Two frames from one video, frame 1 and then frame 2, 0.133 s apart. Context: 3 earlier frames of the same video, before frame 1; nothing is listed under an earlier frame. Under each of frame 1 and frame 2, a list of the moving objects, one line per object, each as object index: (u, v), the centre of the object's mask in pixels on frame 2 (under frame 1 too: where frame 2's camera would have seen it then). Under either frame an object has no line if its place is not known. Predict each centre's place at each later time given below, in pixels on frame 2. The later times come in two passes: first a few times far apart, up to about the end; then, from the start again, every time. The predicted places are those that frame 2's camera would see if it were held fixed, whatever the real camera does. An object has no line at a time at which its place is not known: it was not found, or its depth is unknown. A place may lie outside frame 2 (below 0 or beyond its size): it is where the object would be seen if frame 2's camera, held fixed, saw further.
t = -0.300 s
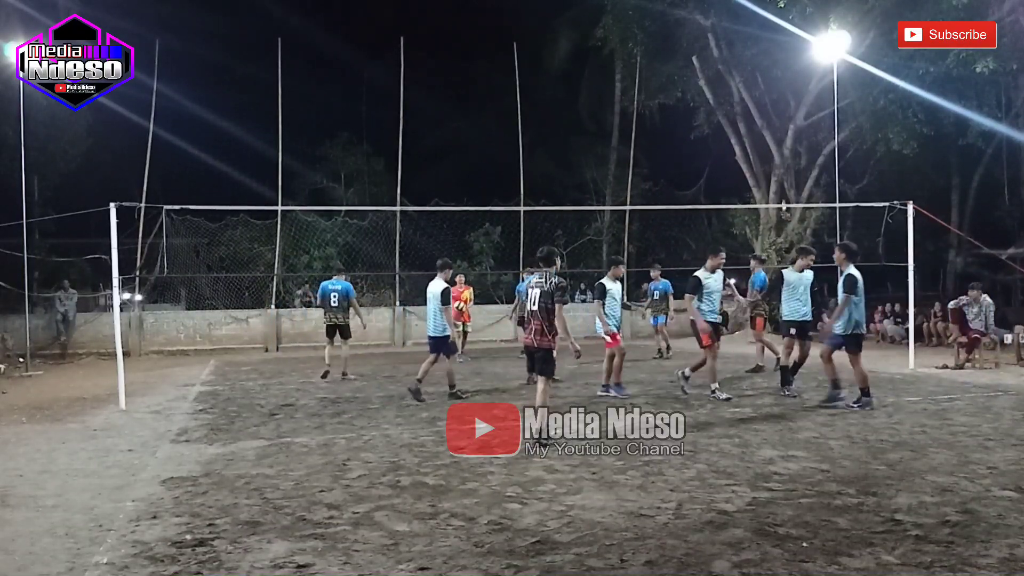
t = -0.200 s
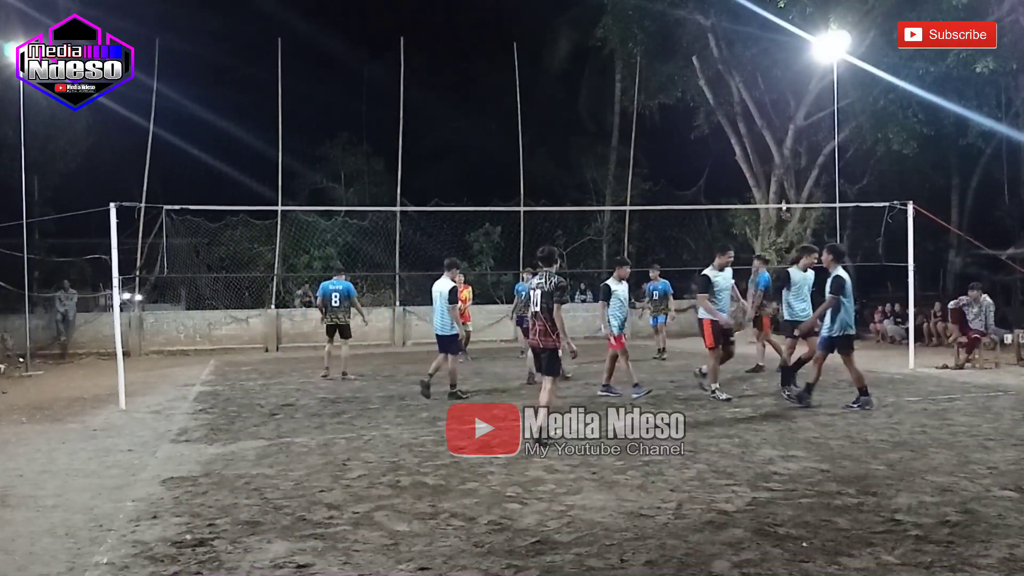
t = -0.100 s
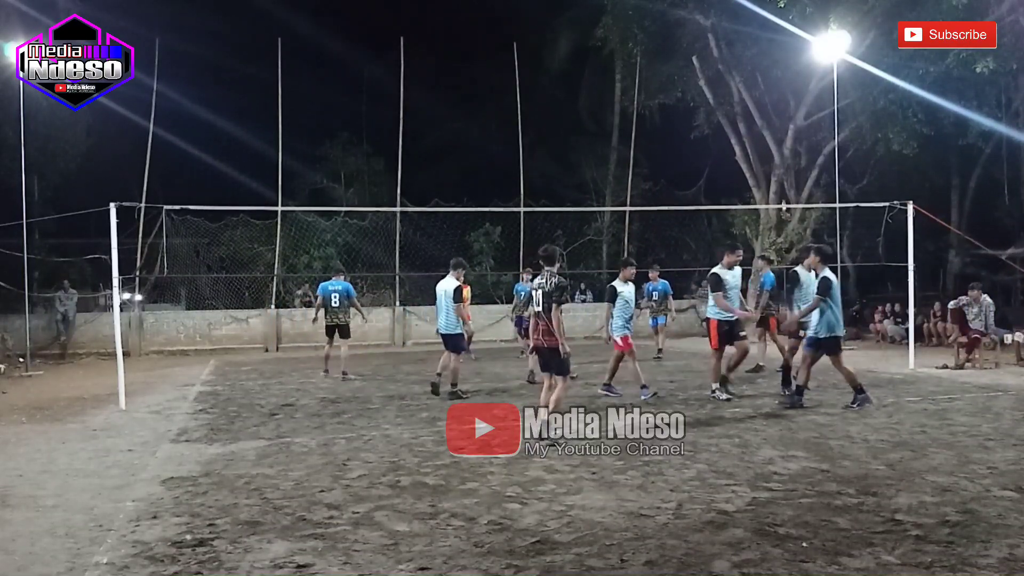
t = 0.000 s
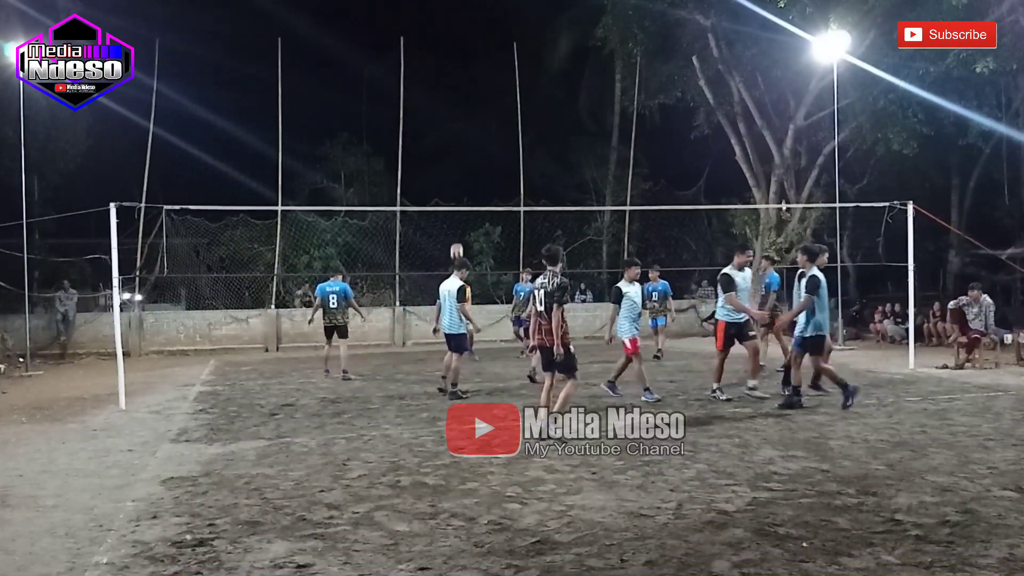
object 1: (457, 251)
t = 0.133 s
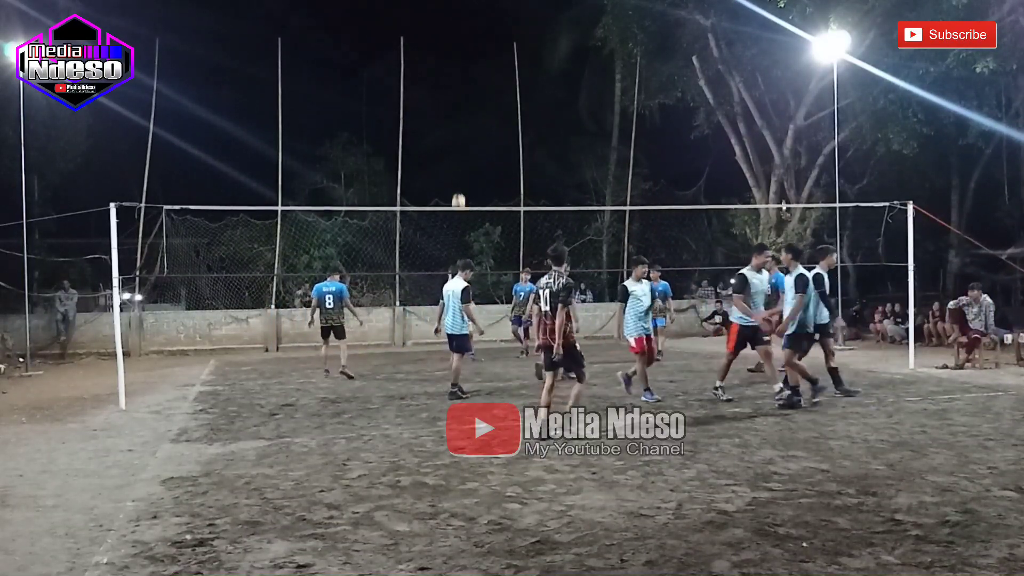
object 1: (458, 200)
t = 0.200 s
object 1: (459, 180)
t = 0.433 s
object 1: (463, 121)
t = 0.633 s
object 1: (467, 95)
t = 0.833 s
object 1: (472, 99)
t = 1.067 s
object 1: (479, 146)
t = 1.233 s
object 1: (486, 215)
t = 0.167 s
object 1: (459, 190)
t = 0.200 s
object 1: (459, 180)
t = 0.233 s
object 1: (460, 170)
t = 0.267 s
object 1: (460, 160)
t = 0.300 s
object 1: (461, 151)
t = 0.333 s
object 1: (461, 143)
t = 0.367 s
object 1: (462, 135)
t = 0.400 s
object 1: (462, 127)
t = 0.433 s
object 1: (463, 121)
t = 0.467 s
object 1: (464, 115)
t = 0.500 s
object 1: (464, 109)
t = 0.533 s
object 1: (465, 104)
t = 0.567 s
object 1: (465, 100)
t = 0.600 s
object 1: (466, 97)
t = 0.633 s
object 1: (467, 95)
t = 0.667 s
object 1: (467, 93)
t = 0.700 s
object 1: (468, 92)
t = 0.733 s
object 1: (469, 93)
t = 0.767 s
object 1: (470, 94)
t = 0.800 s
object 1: (471, 96)
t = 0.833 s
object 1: (472, 99)
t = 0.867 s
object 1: (473, 102)
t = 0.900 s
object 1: (474, 107)
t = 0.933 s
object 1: (475, 112)
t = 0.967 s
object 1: (476, 119)
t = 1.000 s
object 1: (477, 127)
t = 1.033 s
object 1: (478, 136)
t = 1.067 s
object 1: (479, 146)
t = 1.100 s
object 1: (480, 158)
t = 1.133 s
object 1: (482, 171)
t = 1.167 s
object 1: (483, 184)
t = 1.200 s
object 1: (485, 198)
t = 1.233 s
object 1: (486, 215)
